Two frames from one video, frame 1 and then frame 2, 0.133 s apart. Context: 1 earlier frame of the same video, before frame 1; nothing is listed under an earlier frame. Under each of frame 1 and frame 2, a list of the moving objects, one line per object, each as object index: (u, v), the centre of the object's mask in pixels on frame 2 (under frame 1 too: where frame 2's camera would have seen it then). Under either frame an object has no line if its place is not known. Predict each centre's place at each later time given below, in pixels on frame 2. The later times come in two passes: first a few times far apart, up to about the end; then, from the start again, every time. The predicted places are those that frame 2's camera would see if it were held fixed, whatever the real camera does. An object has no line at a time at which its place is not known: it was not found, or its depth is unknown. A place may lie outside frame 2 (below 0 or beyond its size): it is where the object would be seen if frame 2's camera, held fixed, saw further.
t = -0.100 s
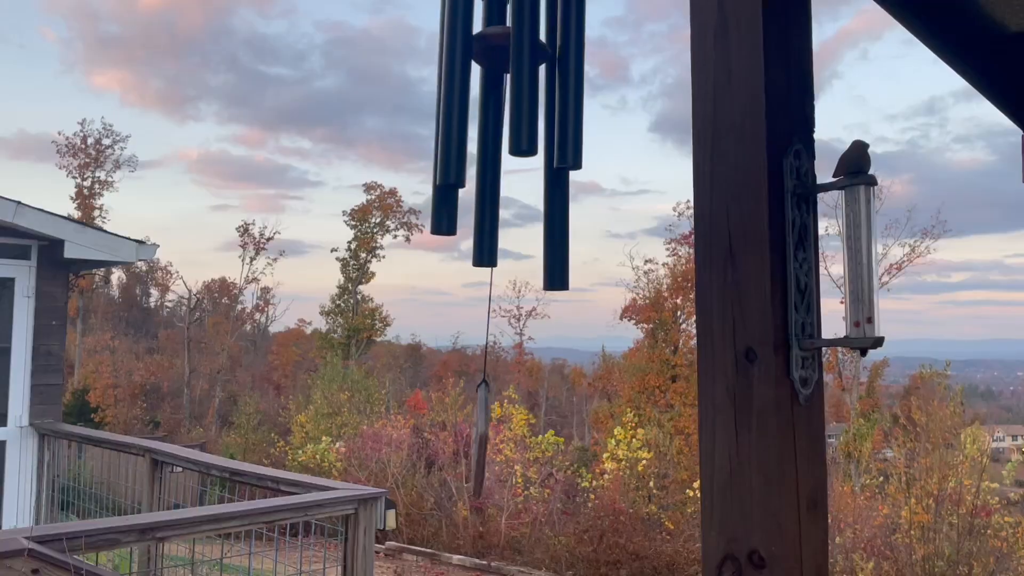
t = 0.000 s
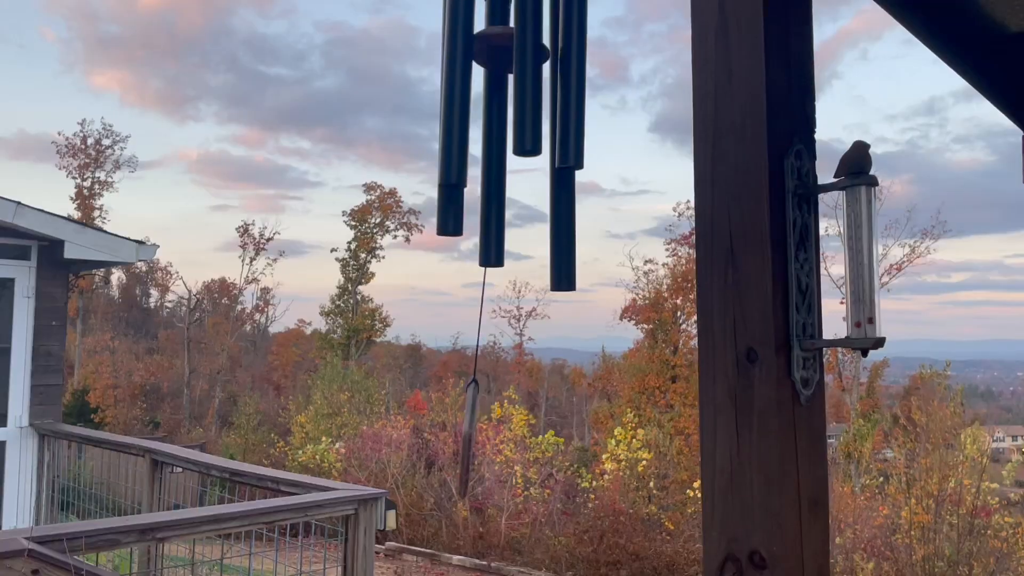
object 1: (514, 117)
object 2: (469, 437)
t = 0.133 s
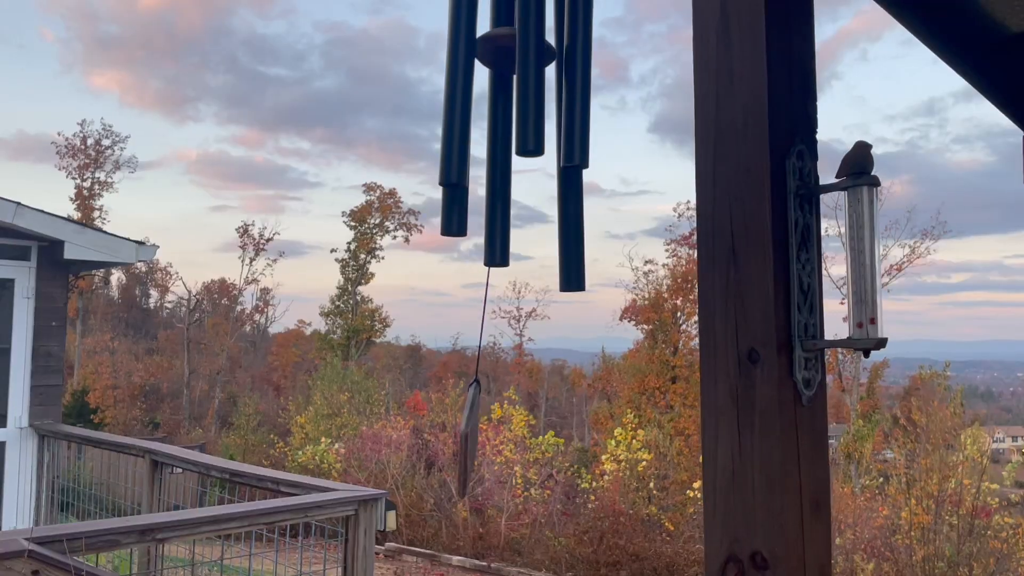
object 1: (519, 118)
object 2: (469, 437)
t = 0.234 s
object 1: (521, 118)
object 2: (481, 438)
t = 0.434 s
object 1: (518, 116)
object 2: (515, 439)
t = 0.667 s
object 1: (518, 114)
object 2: (530, 440)
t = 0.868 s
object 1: (520, 114)
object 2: (515, 439)
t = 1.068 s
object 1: (521, 113)
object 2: (494, 440)
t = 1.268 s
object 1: (520, 112)
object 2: (490, 440)
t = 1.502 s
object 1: (523, 112)
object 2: (506, 441)
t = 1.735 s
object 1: (521, 112)
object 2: (519, 441)
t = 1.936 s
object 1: (520, 113)
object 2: (522, 438)
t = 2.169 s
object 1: (524, 112)
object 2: (515, 437)
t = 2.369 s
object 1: (528, 111)
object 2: (511, 438)
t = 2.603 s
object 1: (520, 111)
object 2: (511, 440)
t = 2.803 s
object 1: (518, 111)
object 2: (513, 440)
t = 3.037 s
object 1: (521, 112)
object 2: (514, 438)
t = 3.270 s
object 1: (525, 113)
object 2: (516, 436)
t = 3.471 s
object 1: (525, 114)
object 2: (521, 436)
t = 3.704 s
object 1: (518, 114)
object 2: (522, 438)
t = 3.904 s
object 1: (515, 114)
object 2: (517, 439)
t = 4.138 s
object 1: (517, 114)
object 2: (508, 438)
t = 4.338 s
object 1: (524, 115)
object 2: (515, 436)
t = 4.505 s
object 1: (522, 116)
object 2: (524, 435)
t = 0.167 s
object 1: (520, 118)
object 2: (472, 439)
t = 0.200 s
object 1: (521, 118)
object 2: (476, 438)
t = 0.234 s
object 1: (521, 118)
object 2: (481, 438)
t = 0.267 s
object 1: (521, 117)
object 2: (487, 439)
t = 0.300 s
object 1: (521, 117)
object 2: (493, 440)
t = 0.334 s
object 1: (520, 117)
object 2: (499, 439)
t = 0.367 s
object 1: (520, 117)
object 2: (505, 440)
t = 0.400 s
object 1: (519, 116)
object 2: (510, 439)
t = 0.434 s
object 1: (518, 116)
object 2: (515, 439)
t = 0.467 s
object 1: (518, 116)
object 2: (520, 440)
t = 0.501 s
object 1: (517, 116)
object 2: (524, 440)
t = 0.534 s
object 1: (516, 116)
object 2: (526, 440)
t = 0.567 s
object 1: (516, 116)
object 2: (529, 441)
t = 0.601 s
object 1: (517, 115)
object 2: (530, 440)
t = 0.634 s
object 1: (517, 114)
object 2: (531, 440)
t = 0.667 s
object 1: (518, 114)
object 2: (530, 440)
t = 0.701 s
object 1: (518, 114)
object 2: (530, 439)
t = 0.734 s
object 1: (518, 114)
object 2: (528, 440)
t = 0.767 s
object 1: (519, 114)
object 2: (525, 440)
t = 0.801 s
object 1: (519, 114)
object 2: (523, 439)
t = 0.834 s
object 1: (520, 114)
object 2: (519, 439)
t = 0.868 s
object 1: (520, 114)
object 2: (515, 439)
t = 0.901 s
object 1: (519, 114)
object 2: (511, 439)
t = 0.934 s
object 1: (520, 115)
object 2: (507, 440)
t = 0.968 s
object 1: (520, 114)
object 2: (503, 439)
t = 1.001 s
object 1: (521, 114)
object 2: (500, 440)
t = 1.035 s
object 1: (521, 114)
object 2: (497, 440)
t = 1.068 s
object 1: (521, 113)
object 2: (494, 440)
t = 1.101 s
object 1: (521, 113)
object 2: (492, 439)
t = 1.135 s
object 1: (521, 113)
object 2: (490, 440)
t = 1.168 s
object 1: (520, 113)
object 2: (489, 439)
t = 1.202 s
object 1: (520, 113)
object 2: (489, 439)
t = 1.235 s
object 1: (520, 113)
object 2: (489, 439)
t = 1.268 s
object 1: (520, 112)
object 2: (490, 440)
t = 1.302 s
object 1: (520, 112)
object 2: (491, 440)
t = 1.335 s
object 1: (521, 112)
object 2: (493, 440)
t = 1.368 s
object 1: (521, 113)
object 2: (496, 441)
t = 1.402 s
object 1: (522, 112)
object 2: (498, 441)
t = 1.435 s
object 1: (523, 112)
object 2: (501, 441)
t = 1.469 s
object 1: (522, 111)
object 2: (503, 441)
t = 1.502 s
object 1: (523, 112)
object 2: (506, 441)
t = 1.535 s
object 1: (523, 112)
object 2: (509, 441)
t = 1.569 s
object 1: (523, 112)
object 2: (511, 441)
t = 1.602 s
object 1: (523, 112)
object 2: (513, 441)
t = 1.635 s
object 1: (523, 112)
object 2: (515, 440)
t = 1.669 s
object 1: (522, 112)
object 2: (516, 441)
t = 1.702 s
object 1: (522, 112)
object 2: (518, 440)
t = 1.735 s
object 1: (521, 112)
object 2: (519, 441)
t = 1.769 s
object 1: (521, 112)
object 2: (520, 440)
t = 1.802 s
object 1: (520, 112)
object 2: (521, 440)
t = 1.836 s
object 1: (519, 112)
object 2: (522, 440)
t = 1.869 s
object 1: (519, 113)
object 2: (522, 439)
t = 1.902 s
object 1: (520, 113)
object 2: (522, 438)
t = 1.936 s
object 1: (520, 113)
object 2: (522, 438)
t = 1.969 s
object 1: (520, 112)
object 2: (521, 437)
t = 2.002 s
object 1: (520, 113)
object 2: (521, 437)
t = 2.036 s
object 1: (520, 113)
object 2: (520, 437)
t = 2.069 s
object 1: (521, 113)
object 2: (519, 437)
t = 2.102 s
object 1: (522, 112)
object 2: (517, 437)
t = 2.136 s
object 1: (523, 112)
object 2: (516, 436)
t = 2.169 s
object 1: (524, 112)
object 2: (515, 437)
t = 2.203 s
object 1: (525, 111)
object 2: (514, 437)
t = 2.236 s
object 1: (526, 111)
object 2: (513, 437)
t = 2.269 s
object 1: (527, 111)
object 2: (513, 437)
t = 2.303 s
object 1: (527, 111)
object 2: (512, 437)
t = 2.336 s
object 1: (528, 111)
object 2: (511, 438)
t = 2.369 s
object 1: (528, 111)
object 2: (511, 438)
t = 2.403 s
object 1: (527, 111)
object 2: (511, 438)
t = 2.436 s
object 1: (526, 111)
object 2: (511, 439)
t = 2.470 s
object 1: (525, 110)
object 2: (511, 439)
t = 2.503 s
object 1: (524, 111)
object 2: (511, 439)
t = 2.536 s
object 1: (522, 110)
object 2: (511, 439)
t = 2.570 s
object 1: (521, 111)
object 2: (511, 440)
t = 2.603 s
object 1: (520, 111)
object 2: (511, 440)
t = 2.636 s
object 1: (518, 111)
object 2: (511, 440)
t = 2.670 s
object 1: (518, 111)
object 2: (511, 440)
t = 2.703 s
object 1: (518, 111)
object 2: (511, 440)
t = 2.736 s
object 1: (518, 111)
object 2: (512, 440)
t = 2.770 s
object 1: (518, 111)
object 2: (513, 440)
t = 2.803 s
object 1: (518, 111)
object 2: (513, 440)
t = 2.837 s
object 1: (518, 112)
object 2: (513, 439)
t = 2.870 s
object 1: (518, 111)
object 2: (514, 440)
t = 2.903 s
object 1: (518, 111)
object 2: (514, 439)
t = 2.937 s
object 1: (518, 112)
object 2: (514, 439)
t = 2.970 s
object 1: (519, 112)
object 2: (514, 439)
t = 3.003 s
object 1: (519, 112)
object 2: (514, 439)
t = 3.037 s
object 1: (521, 112)
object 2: (514, 438)
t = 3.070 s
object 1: (521, 112)
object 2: (514, 438)
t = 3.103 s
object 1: (522, 112)
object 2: (514, 438)
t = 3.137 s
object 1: (522, 112)
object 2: (514, 437)
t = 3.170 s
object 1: (523, 113)
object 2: (514, 437)
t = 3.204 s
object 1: (524, 113)
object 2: (515, 436)
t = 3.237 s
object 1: (524, 113)
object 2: (515, 436)
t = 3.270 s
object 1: (525, 113)
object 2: (516, 436)
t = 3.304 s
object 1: (525, 114)
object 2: (517, 436)
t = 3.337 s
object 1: (526, 113)
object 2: (518, 436)
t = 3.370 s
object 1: (526, 114)
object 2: (519, 436)
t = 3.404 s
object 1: (526, 113)
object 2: (519, 436)
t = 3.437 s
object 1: (525, 113)
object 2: (520, 436)
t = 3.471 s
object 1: (525, 114)
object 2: (521, 436)
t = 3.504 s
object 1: (524, 114)
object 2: (521, 436)
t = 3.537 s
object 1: (523, 114)
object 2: (522, 436)
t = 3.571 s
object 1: (522, 114)
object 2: (522, 436)
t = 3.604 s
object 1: (521, 115)
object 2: (522, 437)
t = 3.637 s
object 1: (520, 114)
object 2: (522, 437)
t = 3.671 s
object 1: (519, 114)
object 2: (522, 438)
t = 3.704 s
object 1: (518, 114)
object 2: (522, 438)
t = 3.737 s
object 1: (517, 115)
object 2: (522, 438)
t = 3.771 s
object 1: (516, 115)
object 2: (522, 439)
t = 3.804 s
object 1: (515, 114)
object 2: (521, 439)
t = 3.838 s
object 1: (515, 115)
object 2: (520, 439)
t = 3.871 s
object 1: (515, 115)
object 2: (518, 439)
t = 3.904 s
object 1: (515, 114)
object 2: (517, 439)
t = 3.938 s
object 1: (515, 115)
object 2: (515, 439)
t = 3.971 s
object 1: (515, 115)
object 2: (513, 438)
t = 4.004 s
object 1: (515, 115)
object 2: (512, 438)
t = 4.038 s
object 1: (515, 115)
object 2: (511, 438)
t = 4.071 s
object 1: (516, 115)
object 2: (510, 438)
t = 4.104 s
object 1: (516, 115)
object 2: (509, 438)
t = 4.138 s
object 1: (517, 114)
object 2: (508, 438)
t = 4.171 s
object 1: (520, 115)
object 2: (509, 438)
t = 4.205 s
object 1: (520, 115)
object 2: (509, 437)
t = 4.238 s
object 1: (521, 115)
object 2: (510, 437)
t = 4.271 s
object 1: (523, 115)
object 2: (511, 437)
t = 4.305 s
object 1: (523, 115)
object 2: (513, 437)
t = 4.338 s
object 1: (524, 115)
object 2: (515, 436)
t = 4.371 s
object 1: (524, 115)
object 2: (516, 436)
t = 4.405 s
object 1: (524, 115)
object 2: (518, 436)
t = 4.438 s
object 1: (523, 115)
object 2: (520, 436)
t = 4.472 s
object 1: (522, 115)
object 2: (522, 436)
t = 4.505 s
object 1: (522, 116)
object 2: (524, 435)
